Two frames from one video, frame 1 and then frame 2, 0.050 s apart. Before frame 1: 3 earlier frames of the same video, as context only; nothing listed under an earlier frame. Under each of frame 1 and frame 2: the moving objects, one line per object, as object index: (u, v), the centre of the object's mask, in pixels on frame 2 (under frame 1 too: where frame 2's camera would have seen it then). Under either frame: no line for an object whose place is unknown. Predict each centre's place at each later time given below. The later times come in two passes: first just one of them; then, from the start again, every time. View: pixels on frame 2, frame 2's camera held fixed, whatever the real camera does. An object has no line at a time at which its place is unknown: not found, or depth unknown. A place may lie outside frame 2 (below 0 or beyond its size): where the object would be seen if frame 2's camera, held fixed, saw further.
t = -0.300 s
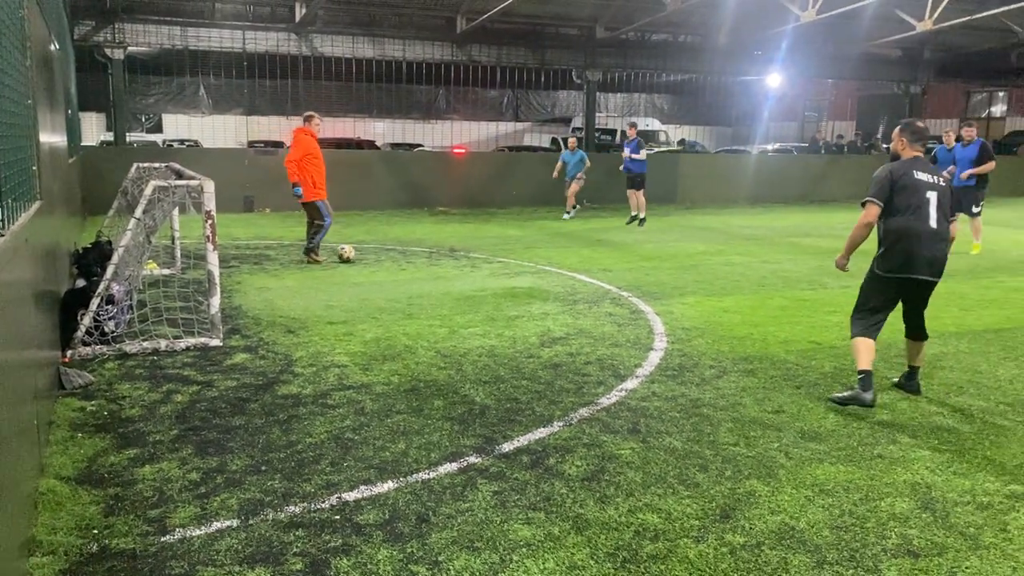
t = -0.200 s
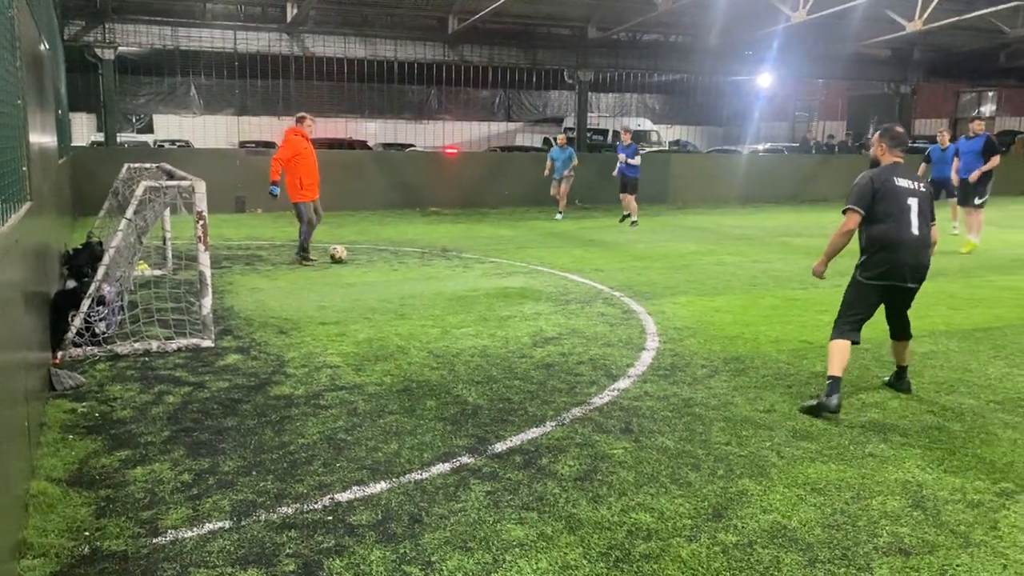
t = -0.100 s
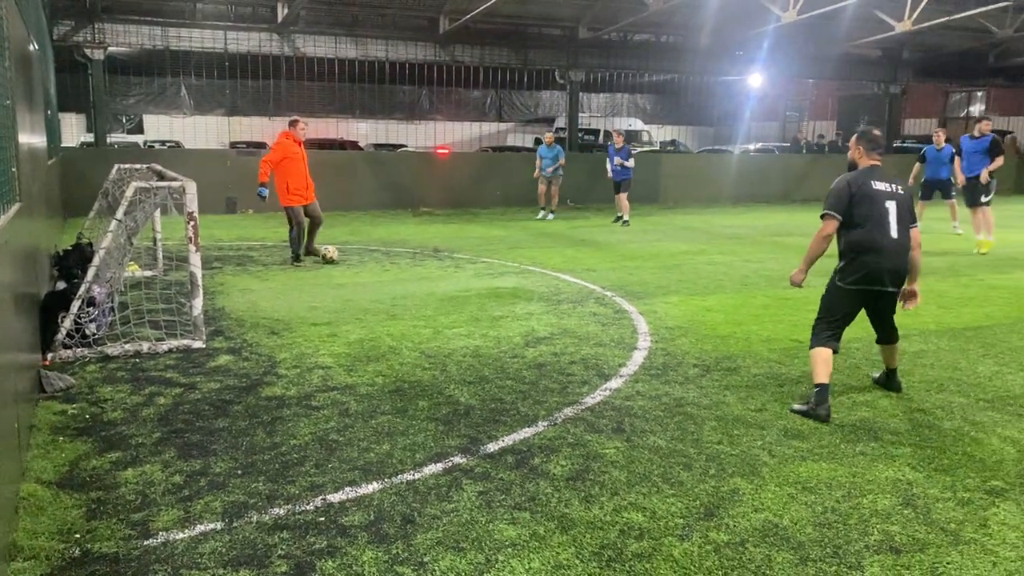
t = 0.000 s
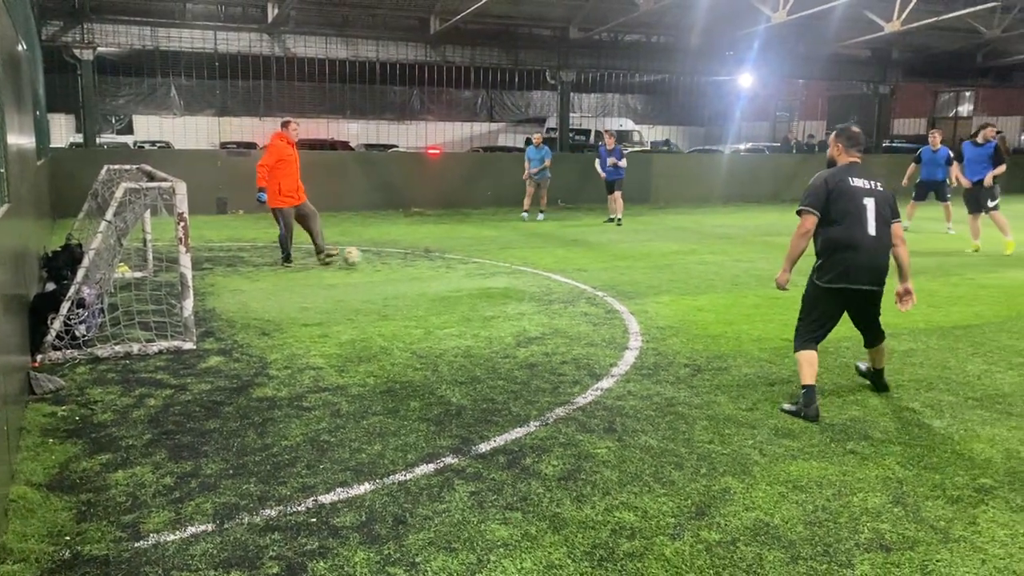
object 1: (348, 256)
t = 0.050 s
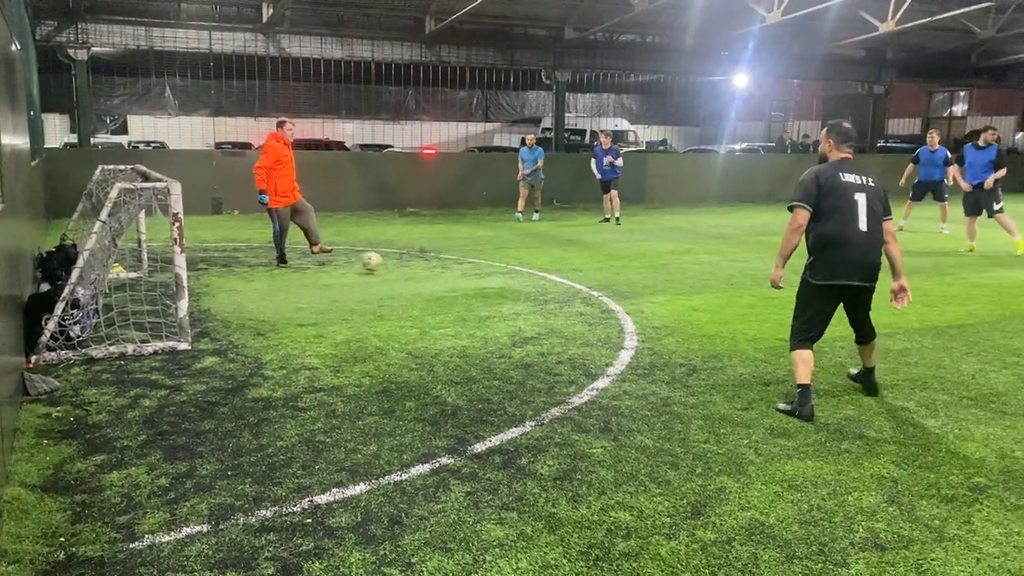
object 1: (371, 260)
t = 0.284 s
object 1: (488, 285)
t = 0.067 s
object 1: (379, 262)
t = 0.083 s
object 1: (386, 265)
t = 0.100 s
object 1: (396, 268)
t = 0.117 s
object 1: (405, 271)
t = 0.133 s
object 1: (411, 273)
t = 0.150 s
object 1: (421, 273)
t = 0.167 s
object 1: (429, 274)
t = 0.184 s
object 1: (436, 275)
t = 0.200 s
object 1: (445, 275)
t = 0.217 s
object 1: (453, 276)
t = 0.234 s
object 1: (460, 277)
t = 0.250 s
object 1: (470, 279)
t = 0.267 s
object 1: (479, 282)
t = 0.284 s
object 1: (488, 285)
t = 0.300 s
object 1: (498, 287)
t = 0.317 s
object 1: (507, 290)
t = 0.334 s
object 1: (514, 290)
